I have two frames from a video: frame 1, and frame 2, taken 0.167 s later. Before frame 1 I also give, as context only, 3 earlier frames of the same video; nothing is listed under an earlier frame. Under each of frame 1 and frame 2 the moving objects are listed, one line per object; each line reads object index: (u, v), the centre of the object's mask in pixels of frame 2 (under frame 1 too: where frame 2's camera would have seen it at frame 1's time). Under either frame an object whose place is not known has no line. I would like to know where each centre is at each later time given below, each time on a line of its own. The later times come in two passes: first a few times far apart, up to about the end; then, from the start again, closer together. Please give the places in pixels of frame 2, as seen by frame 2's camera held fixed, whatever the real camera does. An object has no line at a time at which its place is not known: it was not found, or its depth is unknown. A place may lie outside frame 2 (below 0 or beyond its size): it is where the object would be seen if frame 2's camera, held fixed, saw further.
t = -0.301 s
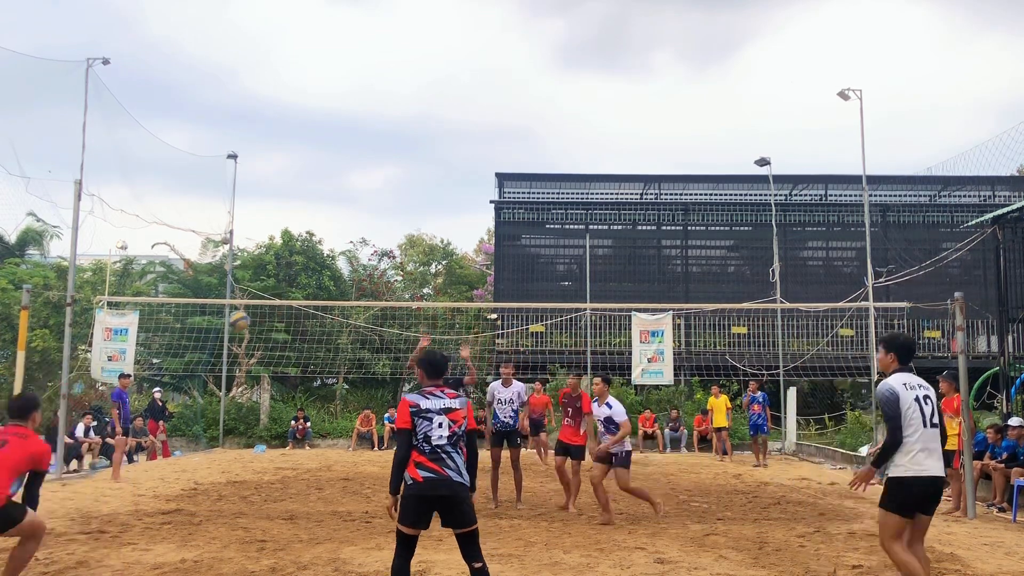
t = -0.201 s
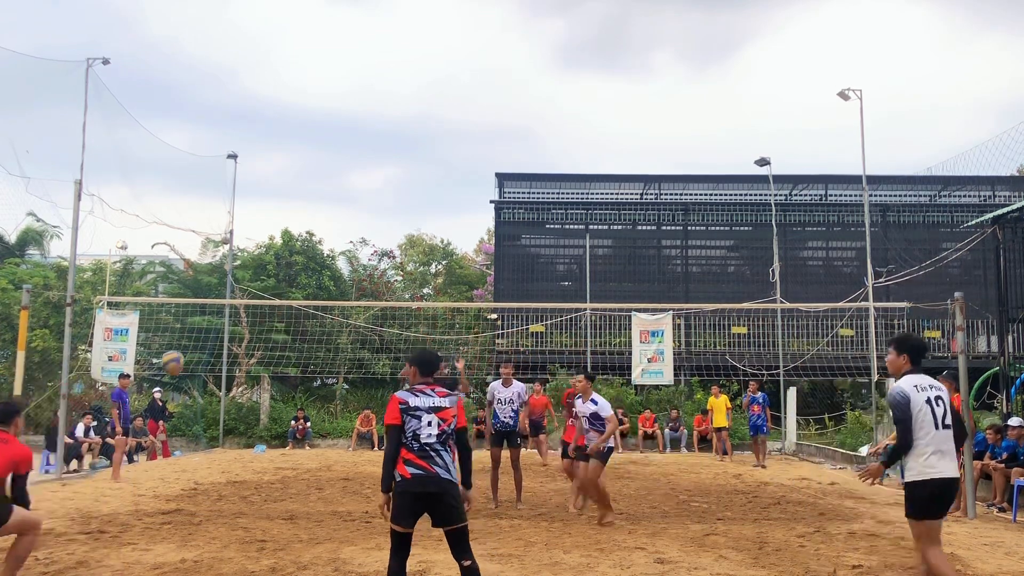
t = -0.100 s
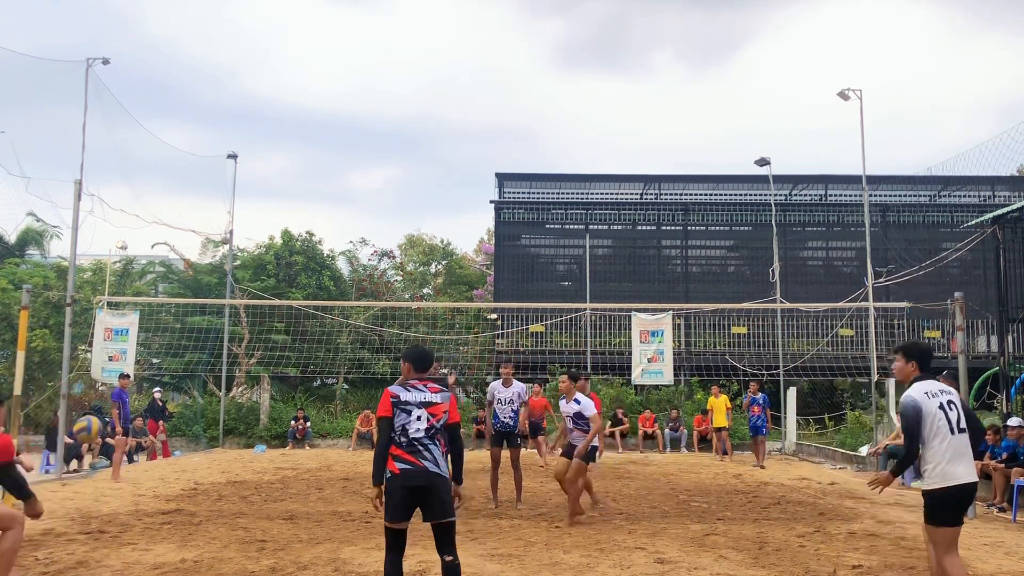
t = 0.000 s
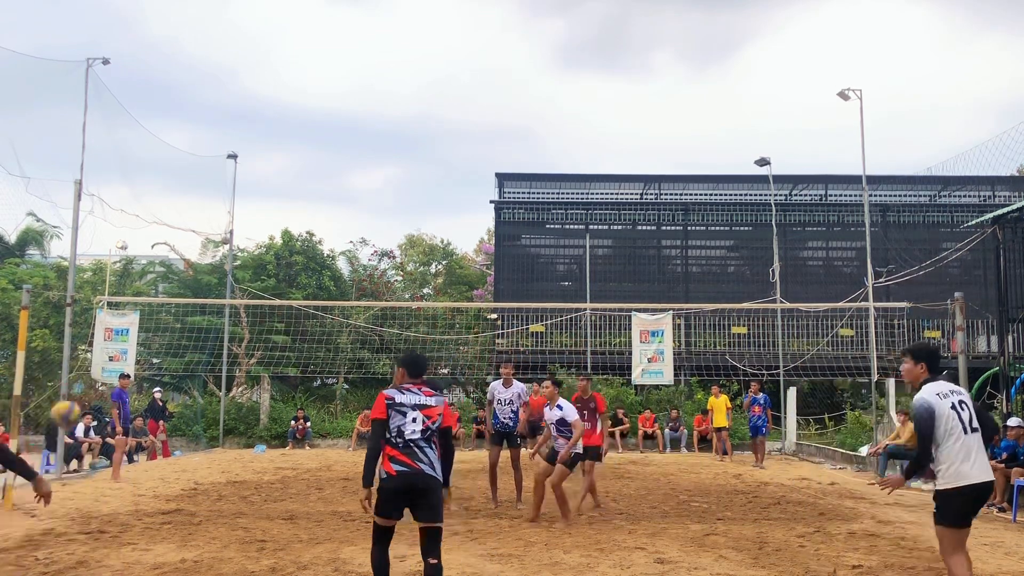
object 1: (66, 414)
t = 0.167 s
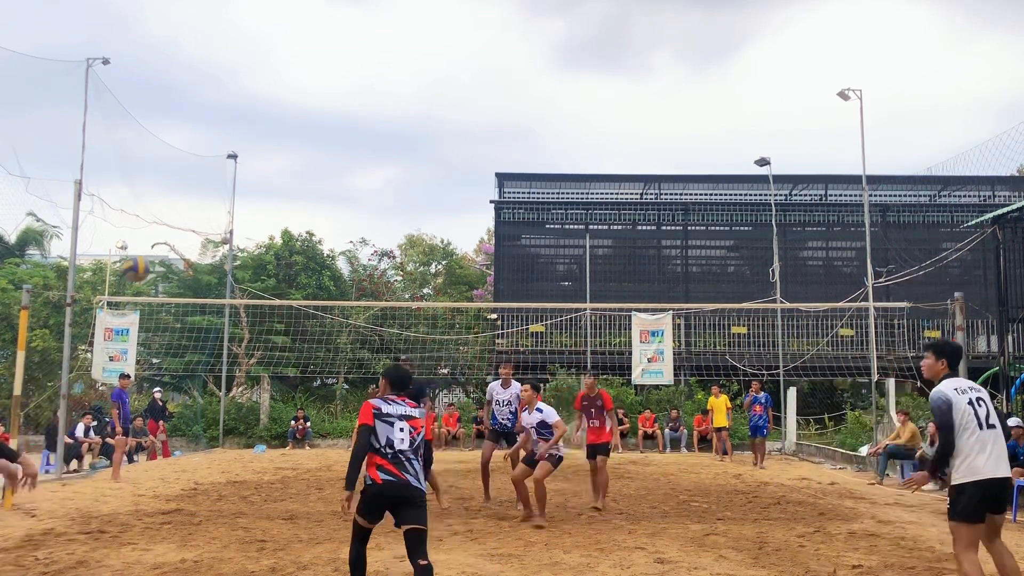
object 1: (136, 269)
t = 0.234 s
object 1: (161, 223)
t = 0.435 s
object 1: (228, 126)
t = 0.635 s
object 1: (287, 81)
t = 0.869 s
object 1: (349, 86)
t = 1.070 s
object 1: (396, 135)
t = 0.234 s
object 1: (161, 223)
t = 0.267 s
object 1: (173, 203)
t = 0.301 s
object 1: (184, 185)
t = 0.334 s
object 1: (195, 168)
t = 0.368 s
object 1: (207, 152)
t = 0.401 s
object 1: (218, 139)
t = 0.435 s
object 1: (228, 126)
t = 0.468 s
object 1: (238, 115)
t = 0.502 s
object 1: (248, 106)
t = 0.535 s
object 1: (258, 98)
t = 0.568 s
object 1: (268, 91)
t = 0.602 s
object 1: (278, 85)
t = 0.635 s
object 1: (287, 81)
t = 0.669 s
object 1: (296, 78)
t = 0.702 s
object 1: (305, 76)
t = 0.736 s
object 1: (314, 76)
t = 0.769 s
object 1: (323, 77)
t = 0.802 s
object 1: (332, 79)
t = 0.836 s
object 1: (340, 81)
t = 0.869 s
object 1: (349, 86)
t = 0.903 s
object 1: (357, 91)
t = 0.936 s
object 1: (365, 98)
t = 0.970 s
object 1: (373, 106)
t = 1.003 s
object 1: (381, 114)
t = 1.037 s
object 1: (389, 124)
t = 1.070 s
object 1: (396, 135)
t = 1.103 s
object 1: (404, 147)
